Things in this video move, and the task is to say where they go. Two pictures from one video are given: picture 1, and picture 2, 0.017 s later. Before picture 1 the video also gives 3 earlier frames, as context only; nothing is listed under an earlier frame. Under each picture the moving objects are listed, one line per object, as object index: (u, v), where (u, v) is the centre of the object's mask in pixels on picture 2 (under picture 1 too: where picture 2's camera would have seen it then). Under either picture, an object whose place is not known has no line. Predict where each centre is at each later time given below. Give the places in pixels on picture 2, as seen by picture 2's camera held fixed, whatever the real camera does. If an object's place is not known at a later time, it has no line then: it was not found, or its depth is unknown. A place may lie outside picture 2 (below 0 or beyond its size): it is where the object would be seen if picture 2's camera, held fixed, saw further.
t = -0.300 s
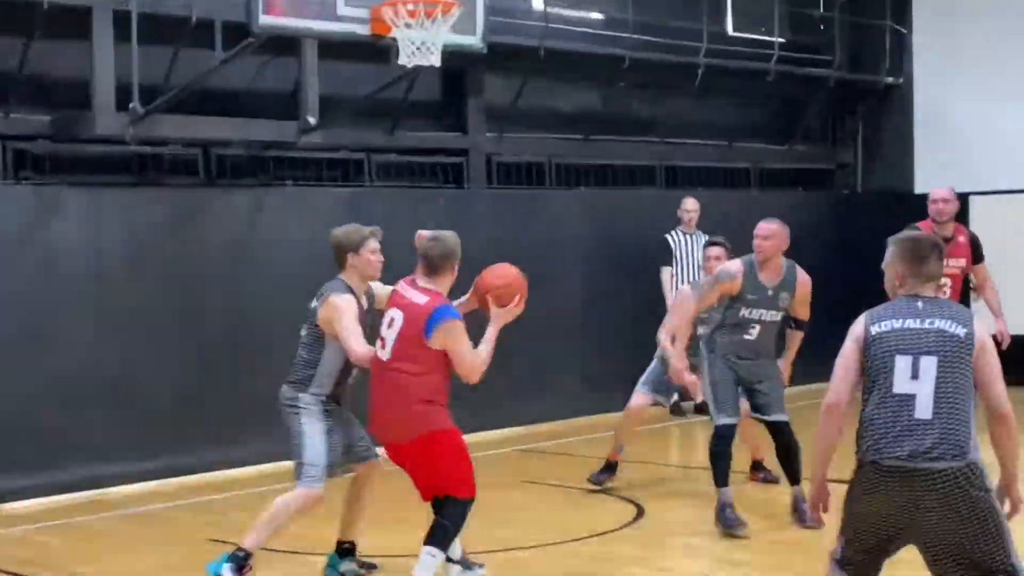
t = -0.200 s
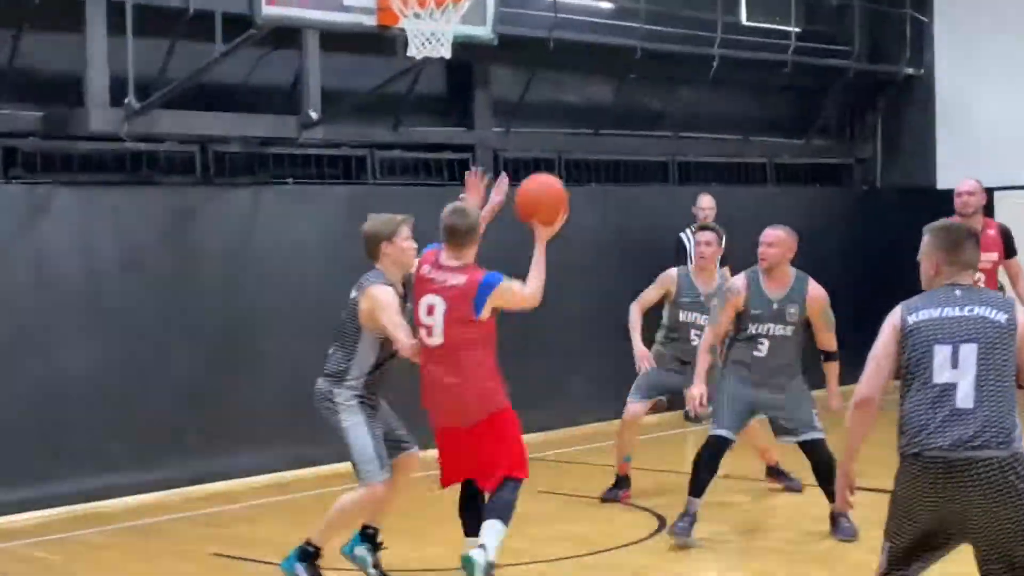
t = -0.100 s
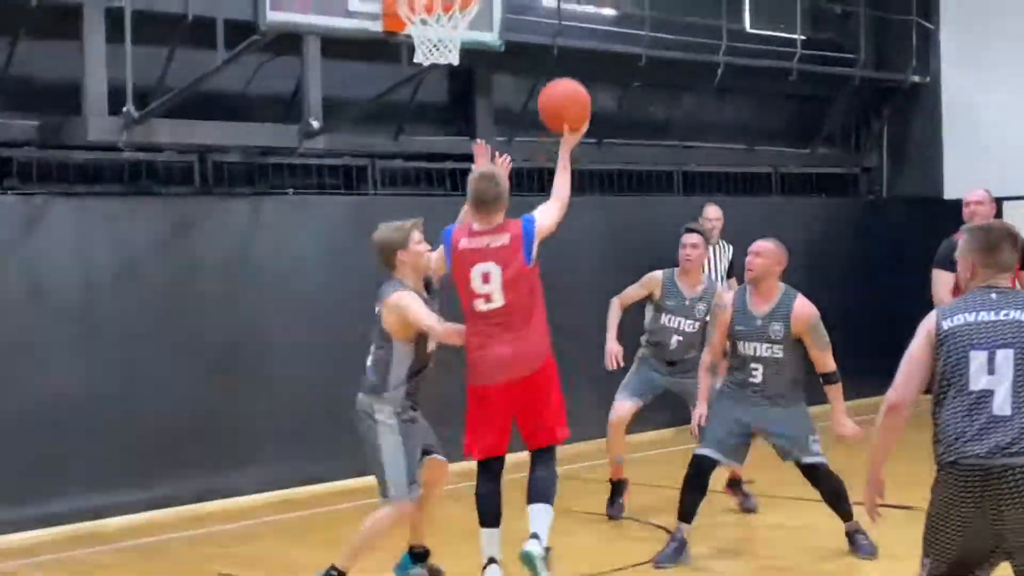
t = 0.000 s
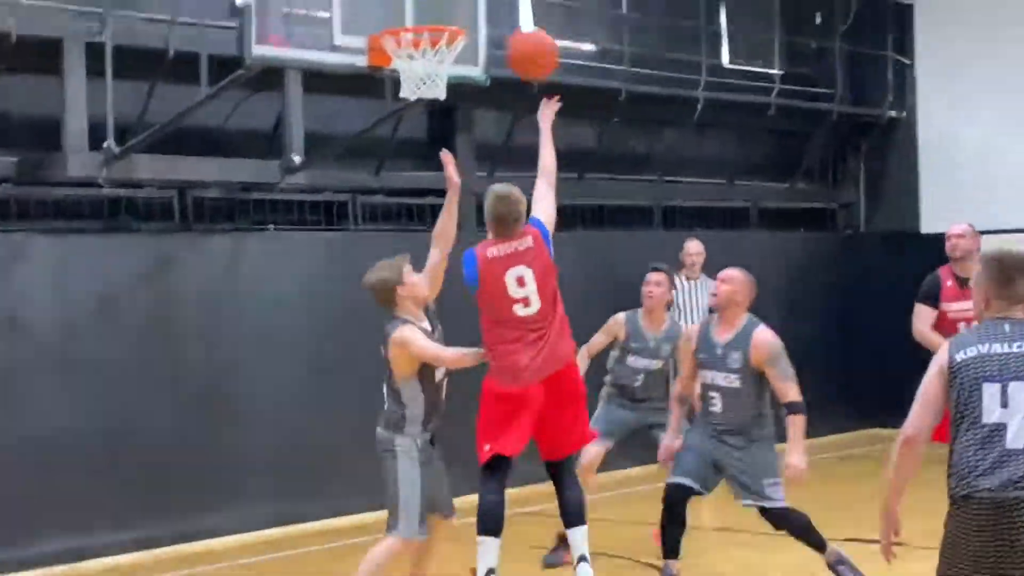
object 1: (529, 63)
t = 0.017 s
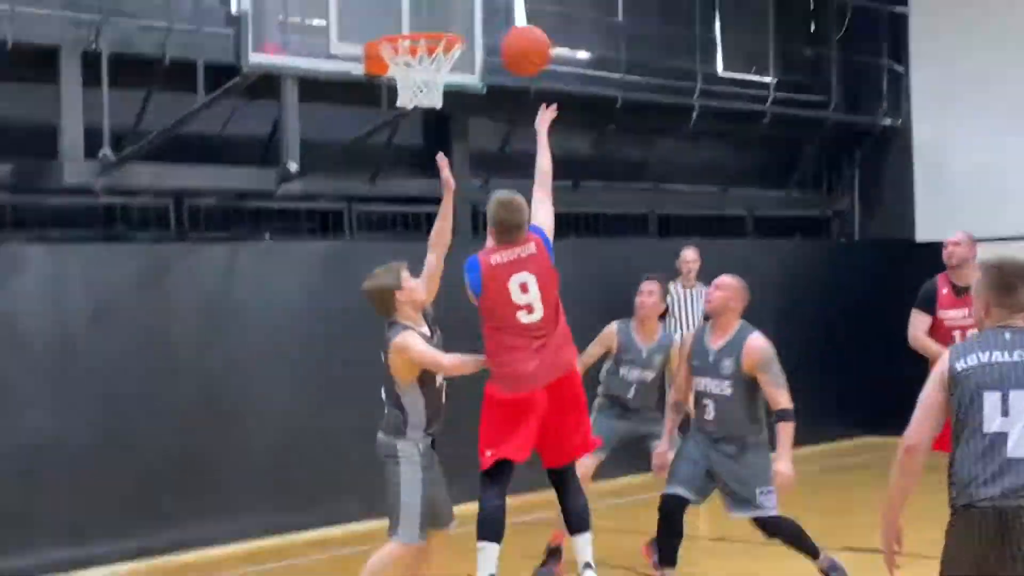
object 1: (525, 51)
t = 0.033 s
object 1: (521, 40)
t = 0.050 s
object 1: (517, 28)
